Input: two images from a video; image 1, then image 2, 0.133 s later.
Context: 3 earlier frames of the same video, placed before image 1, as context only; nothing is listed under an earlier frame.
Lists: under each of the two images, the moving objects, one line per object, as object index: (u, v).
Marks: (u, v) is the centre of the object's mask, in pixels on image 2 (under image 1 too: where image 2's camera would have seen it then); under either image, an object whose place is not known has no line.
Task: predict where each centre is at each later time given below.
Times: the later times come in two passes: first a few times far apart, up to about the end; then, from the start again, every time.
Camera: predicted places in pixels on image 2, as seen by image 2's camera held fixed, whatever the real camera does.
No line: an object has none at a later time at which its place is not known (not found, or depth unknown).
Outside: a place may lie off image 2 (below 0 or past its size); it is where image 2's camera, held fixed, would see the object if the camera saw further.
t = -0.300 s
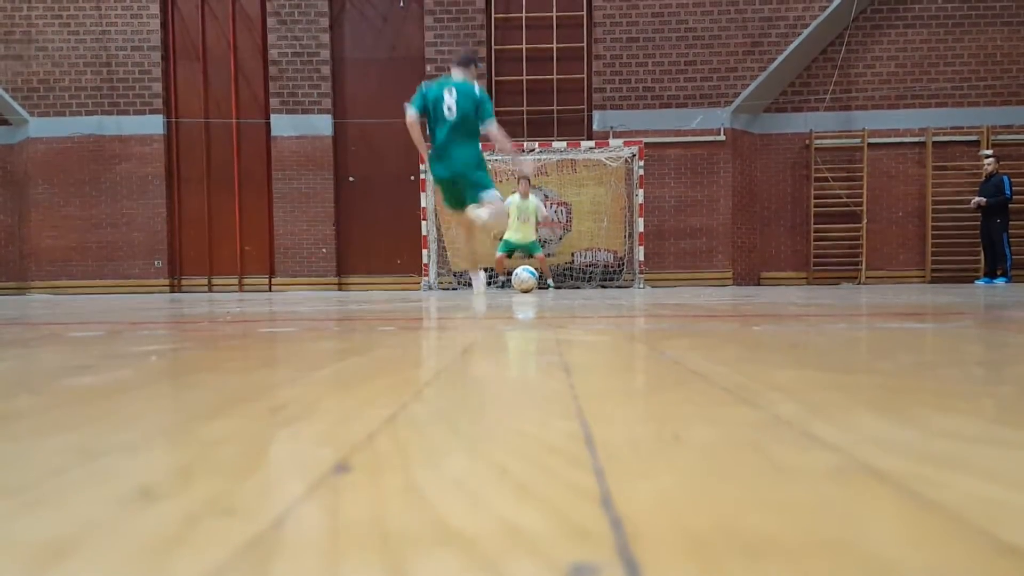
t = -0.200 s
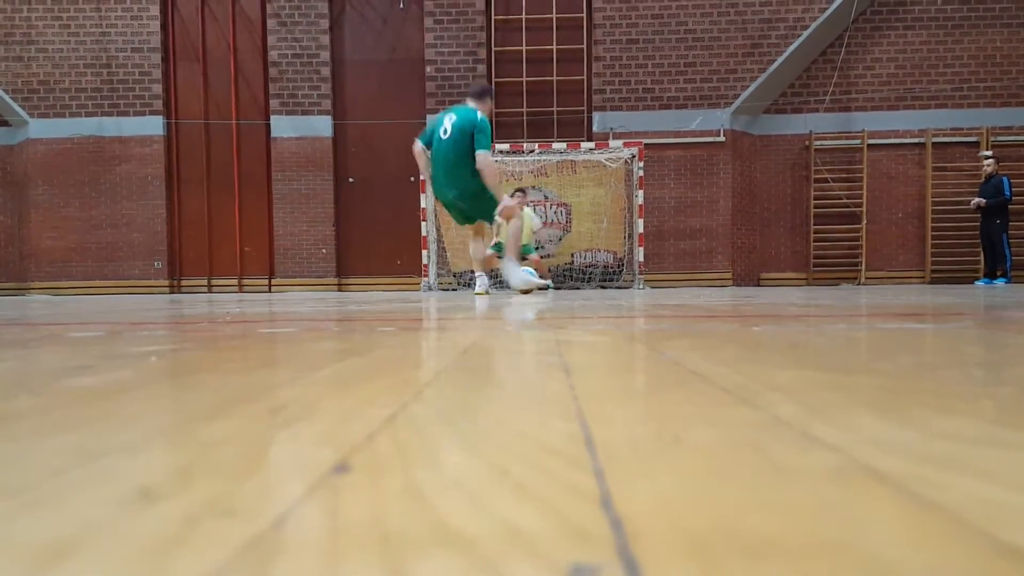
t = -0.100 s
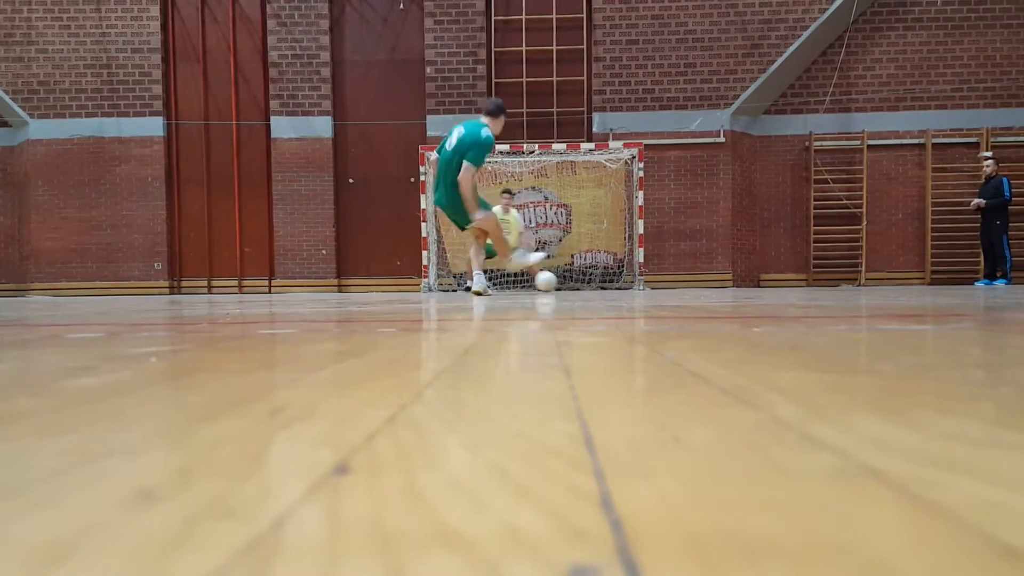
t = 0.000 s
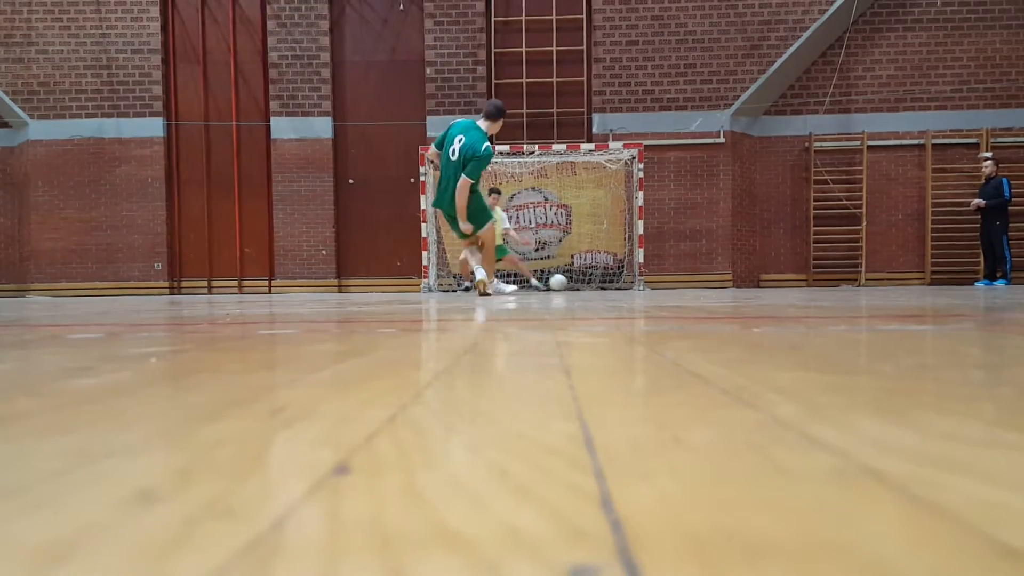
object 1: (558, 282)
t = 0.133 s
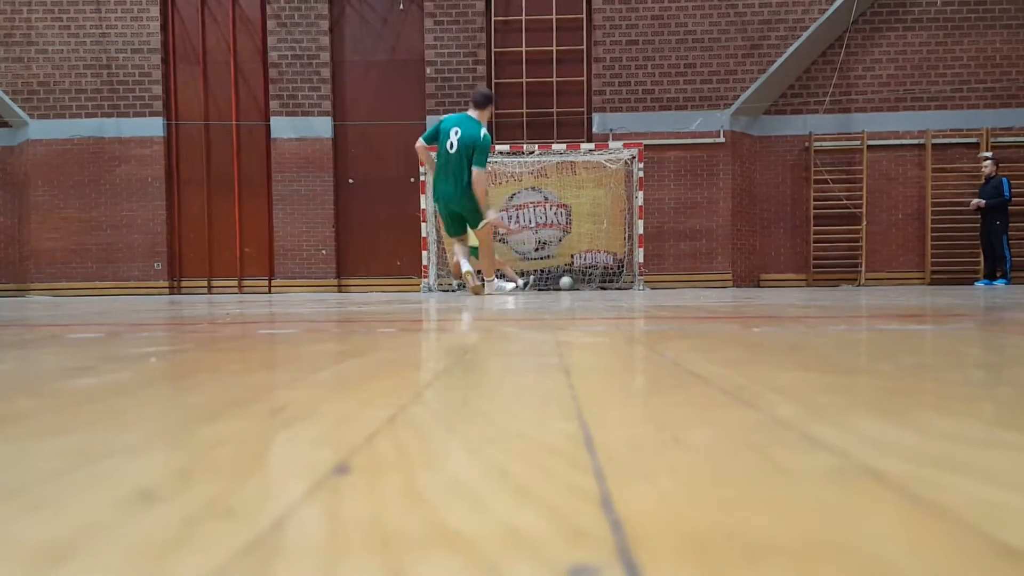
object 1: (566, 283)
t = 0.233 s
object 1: (569, 259)
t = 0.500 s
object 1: (569, 224)
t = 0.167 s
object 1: (567, 273)
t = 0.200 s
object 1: (568, 266)
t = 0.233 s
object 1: (569, 259)
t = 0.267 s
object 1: (569, 252)
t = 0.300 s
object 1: (569, 248)
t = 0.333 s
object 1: (569, 244)
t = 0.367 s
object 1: (569, 236)
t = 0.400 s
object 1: (569, 232)
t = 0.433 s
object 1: (570, 230)
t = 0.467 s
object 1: (568, 225)
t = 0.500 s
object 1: (569, 224)
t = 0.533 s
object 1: (570, 223)
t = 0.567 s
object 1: (570, 223)
